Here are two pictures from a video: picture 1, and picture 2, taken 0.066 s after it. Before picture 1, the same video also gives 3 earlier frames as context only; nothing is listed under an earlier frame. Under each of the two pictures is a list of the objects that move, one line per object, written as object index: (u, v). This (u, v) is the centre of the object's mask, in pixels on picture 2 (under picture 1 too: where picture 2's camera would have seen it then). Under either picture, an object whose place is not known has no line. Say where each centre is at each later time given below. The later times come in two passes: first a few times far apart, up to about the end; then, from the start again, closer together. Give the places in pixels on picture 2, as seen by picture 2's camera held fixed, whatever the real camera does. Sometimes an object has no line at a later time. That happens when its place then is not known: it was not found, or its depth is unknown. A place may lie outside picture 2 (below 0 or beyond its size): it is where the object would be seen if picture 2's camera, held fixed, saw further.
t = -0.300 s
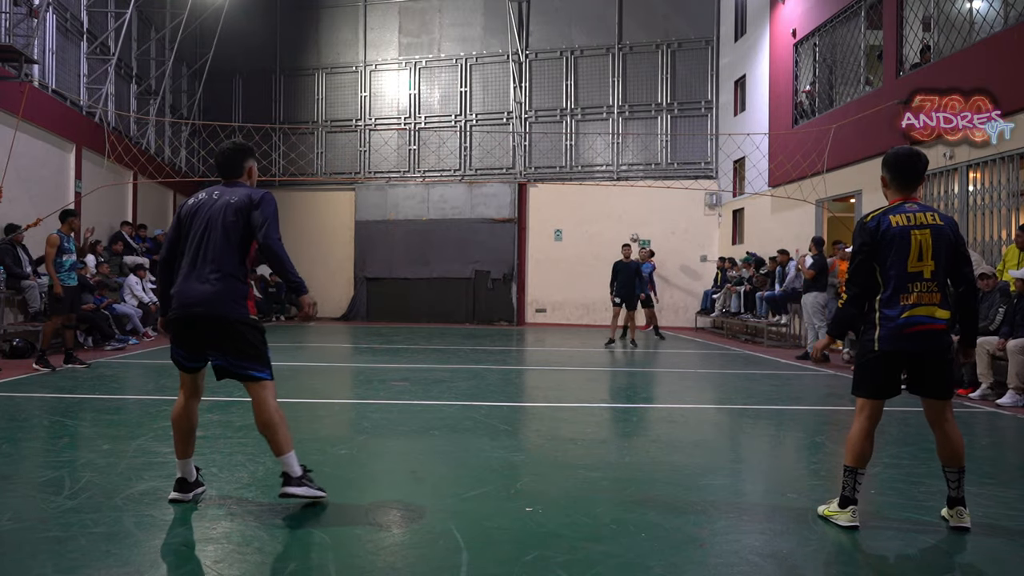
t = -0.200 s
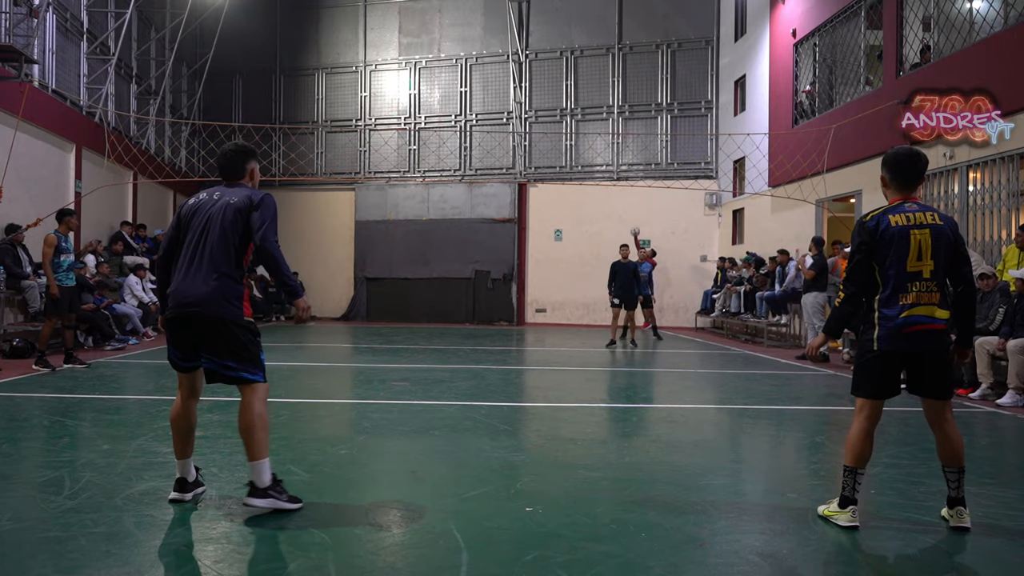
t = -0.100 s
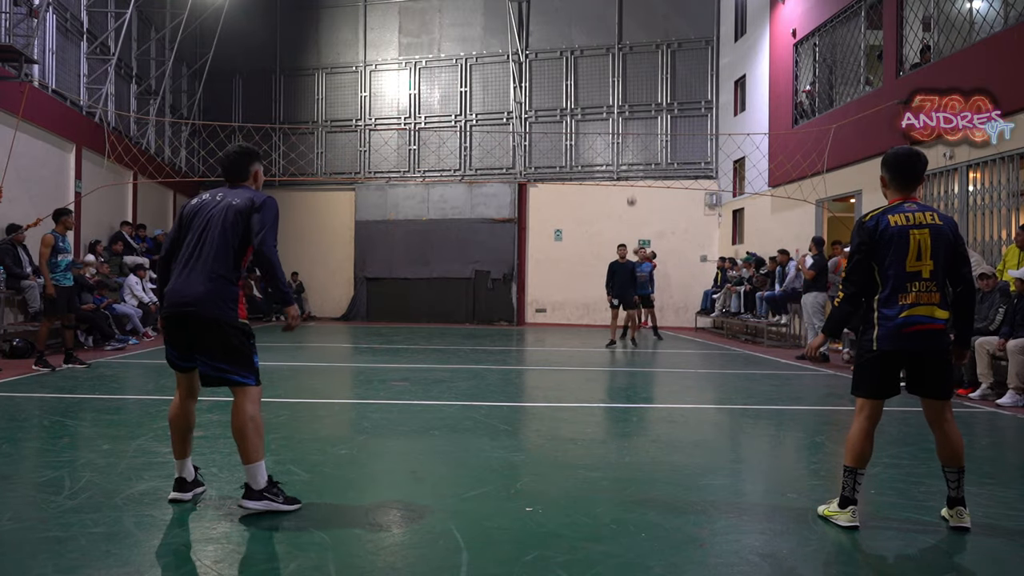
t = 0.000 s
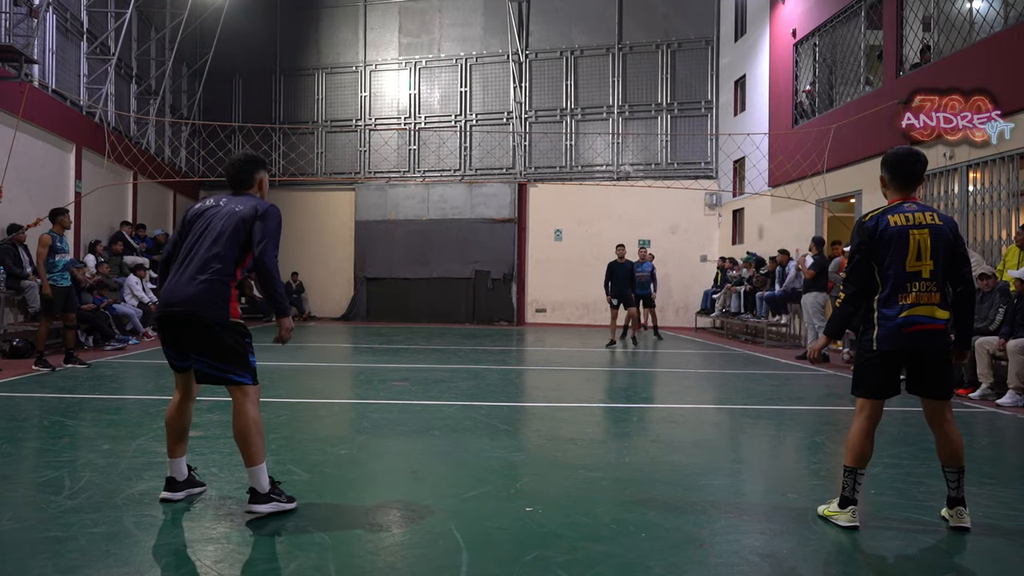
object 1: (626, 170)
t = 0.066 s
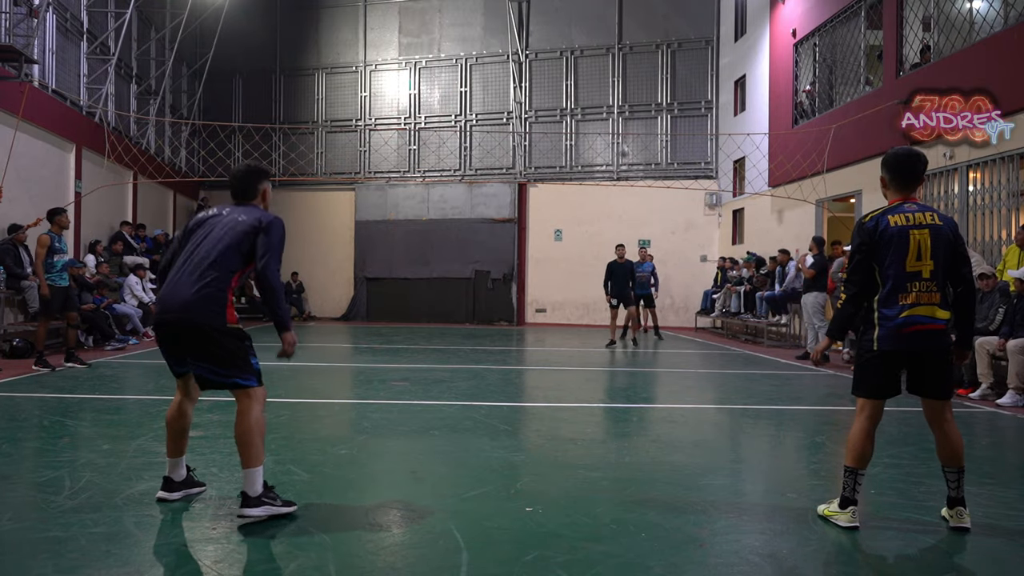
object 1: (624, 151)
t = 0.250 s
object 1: (613, 102)
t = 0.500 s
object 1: (597, 46)
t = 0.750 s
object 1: (574, 18)
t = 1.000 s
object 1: (533, 43)
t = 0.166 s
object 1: (618, 122)
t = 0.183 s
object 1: (618, 118)
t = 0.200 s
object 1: (617, 114)
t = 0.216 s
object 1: (615, 110)
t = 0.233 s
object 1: (614, 105)
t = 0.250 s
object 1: (613, 102)
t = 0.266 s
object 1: (612, 98)
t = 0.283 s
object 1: (611, 94)
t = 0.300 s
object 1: (610, 90)
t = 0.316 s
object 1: (609, 85)
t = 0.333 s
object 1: (608, 82)
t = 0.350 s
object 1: (607, 78)
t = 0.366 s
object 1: (606, 74)
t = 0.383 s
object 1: (605, 70)
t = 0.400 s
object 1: (604, 66)
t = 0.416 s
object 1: (603, 62)
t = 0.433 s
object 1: (602, 59)
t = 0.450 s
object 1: (601, 56)
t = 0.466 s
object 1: (600, 53)
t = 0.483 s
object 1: (598, 49)
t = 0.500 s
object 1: (597, 46)
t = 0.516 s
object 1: (597, 44)
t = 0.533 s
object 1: (595, 41)
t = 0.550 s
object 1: (594, 38)
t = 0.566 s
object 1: (592, 36)
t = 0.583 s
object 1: (590, 34)
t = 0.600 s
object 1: (588, 31)
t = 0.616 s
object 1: (587, 29)
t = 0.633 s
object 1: (586, 27)
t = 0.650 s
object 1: (584, 25)
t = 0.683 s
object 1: (581, 22)
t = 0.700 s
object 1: (579, 21)
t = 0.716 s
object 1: (577, 20)
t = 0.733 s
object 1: (576, 19)
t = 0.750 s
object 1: (574, 18)
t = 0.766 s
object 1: (571, 18)
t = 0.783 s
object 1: (569, 17)
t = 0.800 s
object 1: (567, 17)
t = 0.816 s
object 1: (565, 18)
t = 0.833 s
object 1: (563, 18)
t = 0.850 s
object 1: (561, 19)
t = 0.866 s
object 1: (558, 20)
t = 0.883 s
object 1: (555, 21)
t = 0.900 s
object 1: (552, 23)
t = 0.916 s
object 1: (549, 25)
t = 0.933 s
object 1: (547, 28)
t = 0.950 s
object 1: (543, 31)
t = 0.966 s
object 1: (540, 34)
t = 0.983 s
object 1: (535, 37)
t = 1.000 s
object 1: (533, 43)
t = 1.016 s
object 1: (528, 49)
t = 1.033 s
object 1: (526, 54)
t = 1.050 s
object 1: (521, 61)
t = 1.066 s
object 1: (517, 68)
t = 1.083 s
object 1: (512, 76)
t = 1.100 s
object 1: (507, 85)
